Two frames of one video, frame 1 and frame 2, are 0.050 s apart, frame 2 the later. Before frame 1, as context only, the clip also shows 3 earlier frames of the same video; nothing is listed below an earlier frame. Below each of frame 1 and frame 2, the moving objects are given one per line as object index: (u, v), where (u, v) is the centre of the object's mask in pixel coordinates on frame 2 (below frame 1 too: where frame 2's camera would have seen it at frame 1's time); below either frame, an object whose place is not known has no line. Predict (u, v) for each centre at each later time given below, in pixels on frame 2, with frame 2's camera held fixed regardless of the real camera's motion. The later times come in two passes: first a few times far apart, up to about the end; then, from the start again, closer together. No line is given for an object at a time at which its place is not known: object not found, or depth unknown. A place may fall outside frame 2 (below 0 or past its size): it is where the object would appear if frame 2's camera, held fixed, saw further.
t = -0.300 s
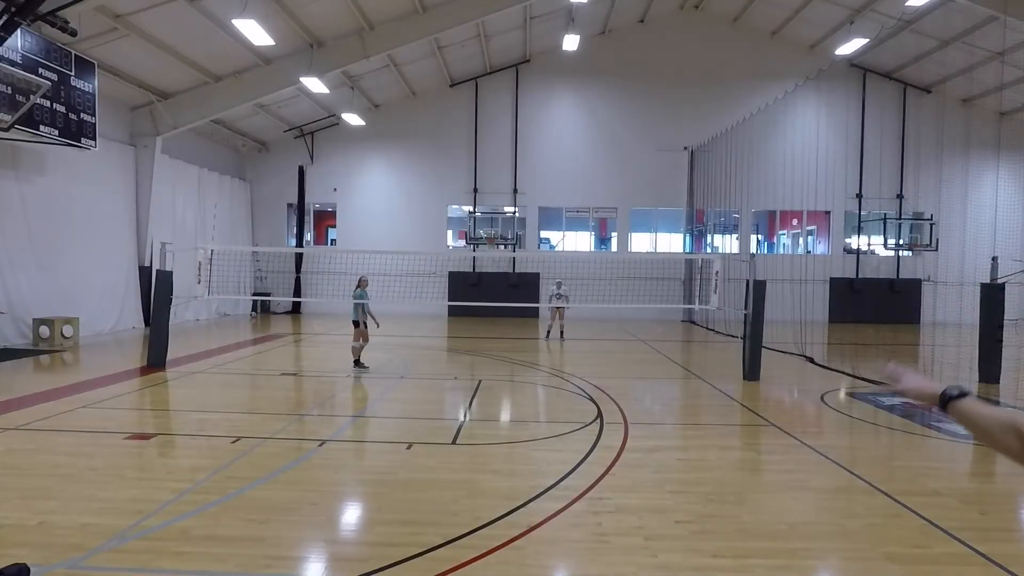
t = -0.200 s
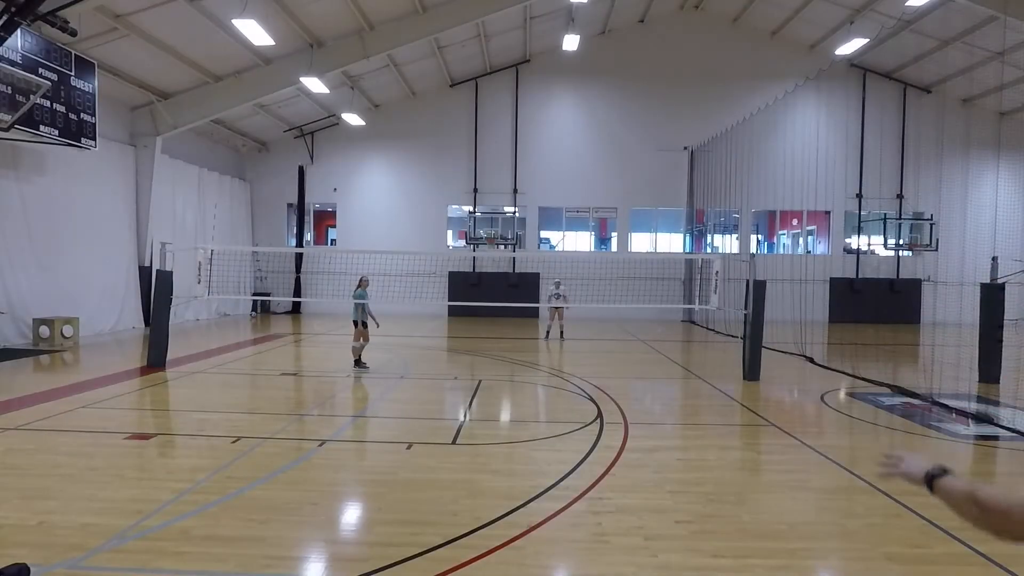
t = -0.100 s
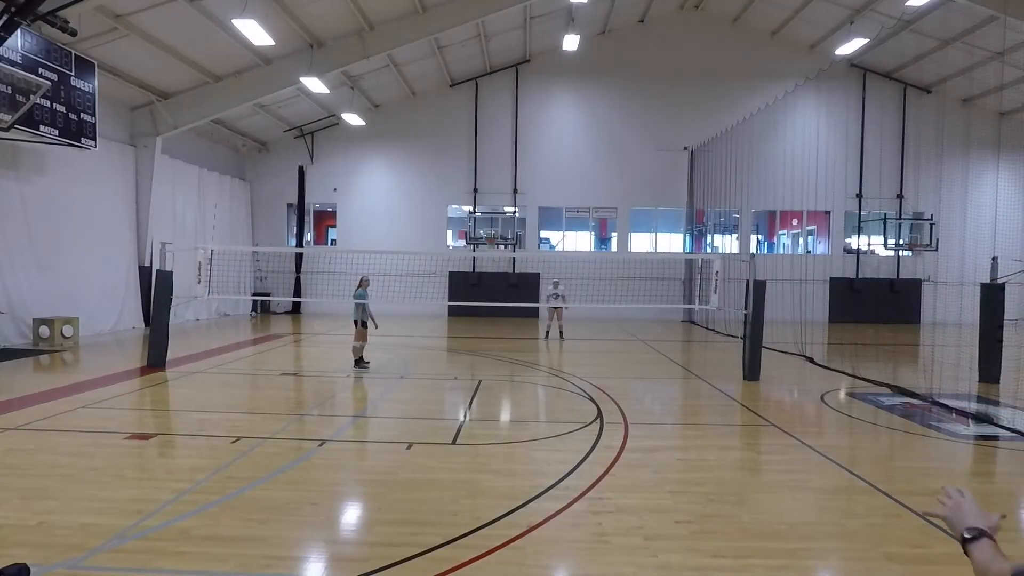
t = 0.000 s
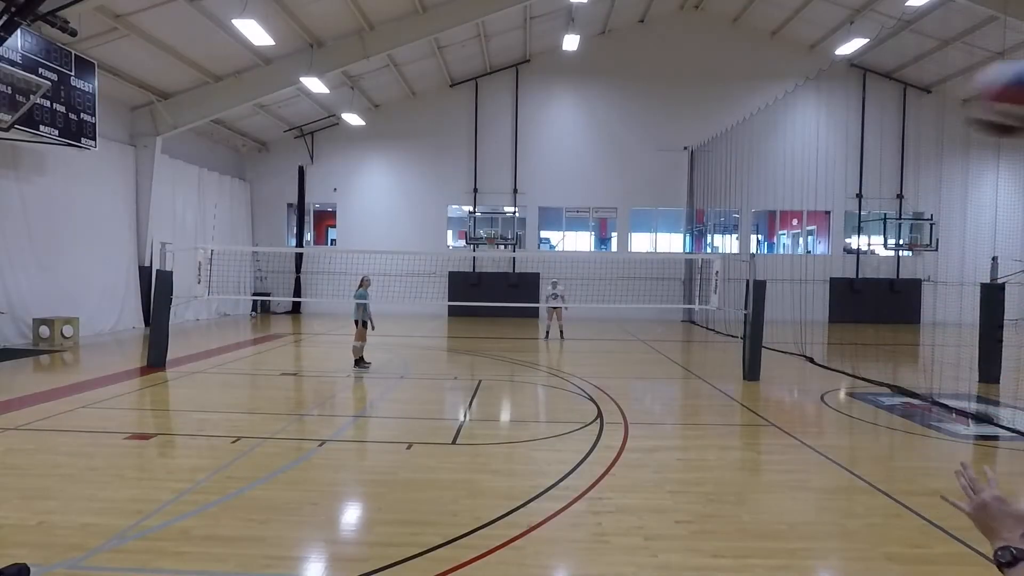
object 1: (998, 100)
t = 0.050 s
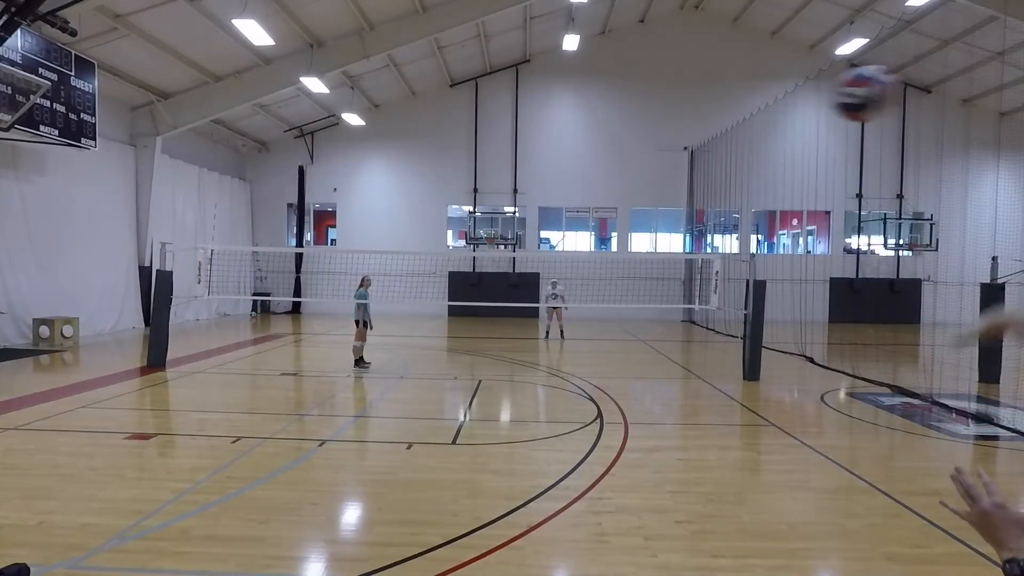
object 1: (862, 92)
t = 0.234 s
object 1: (683, 110)
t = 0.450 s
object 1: (621, 144)
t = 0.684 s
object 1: (592, 189)
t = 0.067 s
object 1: (833, 93)
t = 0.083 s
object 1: (806, 94)
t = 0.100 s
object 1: (784, 95)
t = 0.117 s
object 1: (765, 96)
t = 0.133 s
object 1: (748, 98)
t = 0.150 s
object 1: (734, 100)
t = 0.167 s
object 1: (721, 102)
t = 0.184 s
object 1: (710, 104)
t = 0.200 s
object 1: (700, 106)
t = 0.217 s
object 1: (691, 108)
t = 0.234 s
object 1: (683, 110)
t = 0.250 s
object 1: (675, 112)
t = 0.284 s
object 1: (662, 117)
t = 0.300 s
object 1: (657, 119)
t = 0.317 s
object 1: (651, 122)
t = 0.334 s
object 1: (646, 124)
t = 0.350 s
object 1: (642, 127)
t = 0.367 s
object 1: (638, 130)
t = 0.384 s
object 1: (634, 132)
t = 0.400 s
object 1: (630, 135)
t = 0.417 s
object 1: (627, 138)
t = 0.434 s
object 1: (624, 140)
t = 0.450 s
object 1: (621, 144)
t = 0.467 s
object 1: (619, 147)
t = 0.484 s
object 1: (616, 150)
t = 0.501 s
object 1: (613, 153)
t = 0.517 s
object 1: (611, 156)
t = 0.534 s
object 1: (609, 160)
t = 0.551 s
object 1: (606, 163)
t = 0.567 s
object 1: (604, 166)
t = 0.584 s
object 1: (602, 169)
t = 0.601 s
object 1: (600, 172)
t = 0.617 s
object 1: (598, 176)
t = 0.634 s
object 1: (597, 179)
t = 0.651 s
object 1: (595, 182)
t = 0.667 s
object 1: (593, 185)
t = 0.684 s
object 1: (592, 189)
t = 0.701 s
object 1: (590, 192)
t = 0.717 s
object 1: (589, 196)
